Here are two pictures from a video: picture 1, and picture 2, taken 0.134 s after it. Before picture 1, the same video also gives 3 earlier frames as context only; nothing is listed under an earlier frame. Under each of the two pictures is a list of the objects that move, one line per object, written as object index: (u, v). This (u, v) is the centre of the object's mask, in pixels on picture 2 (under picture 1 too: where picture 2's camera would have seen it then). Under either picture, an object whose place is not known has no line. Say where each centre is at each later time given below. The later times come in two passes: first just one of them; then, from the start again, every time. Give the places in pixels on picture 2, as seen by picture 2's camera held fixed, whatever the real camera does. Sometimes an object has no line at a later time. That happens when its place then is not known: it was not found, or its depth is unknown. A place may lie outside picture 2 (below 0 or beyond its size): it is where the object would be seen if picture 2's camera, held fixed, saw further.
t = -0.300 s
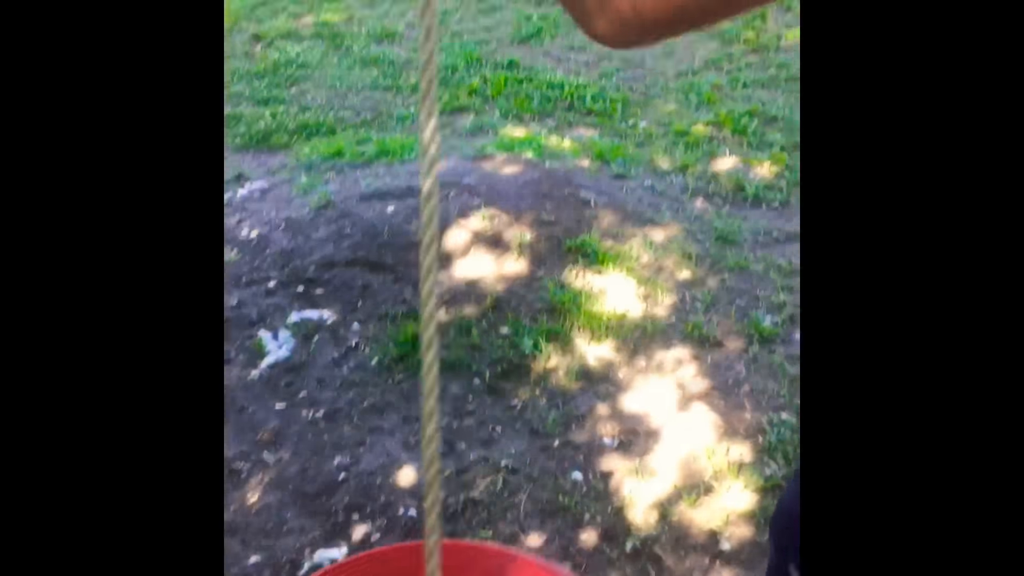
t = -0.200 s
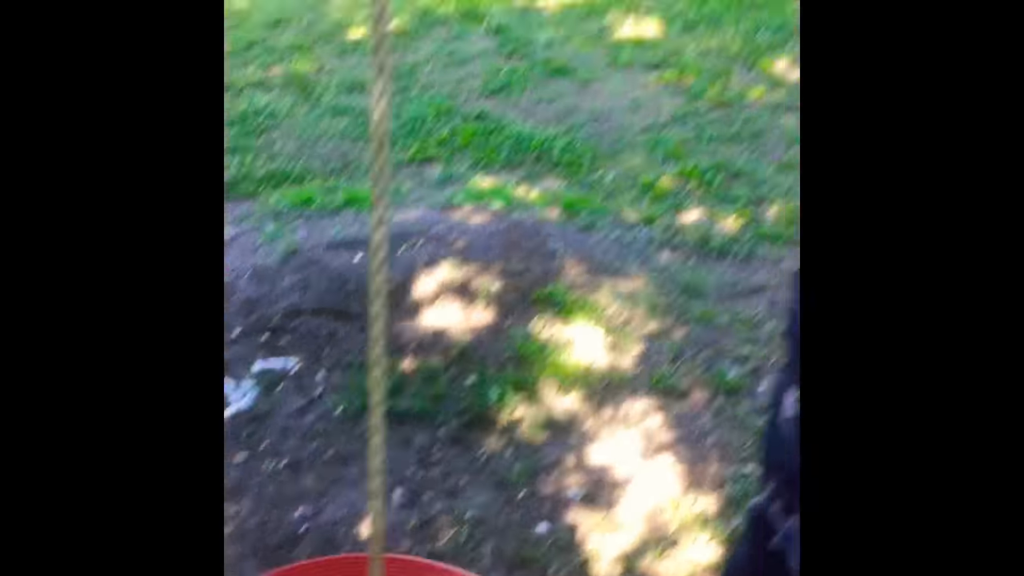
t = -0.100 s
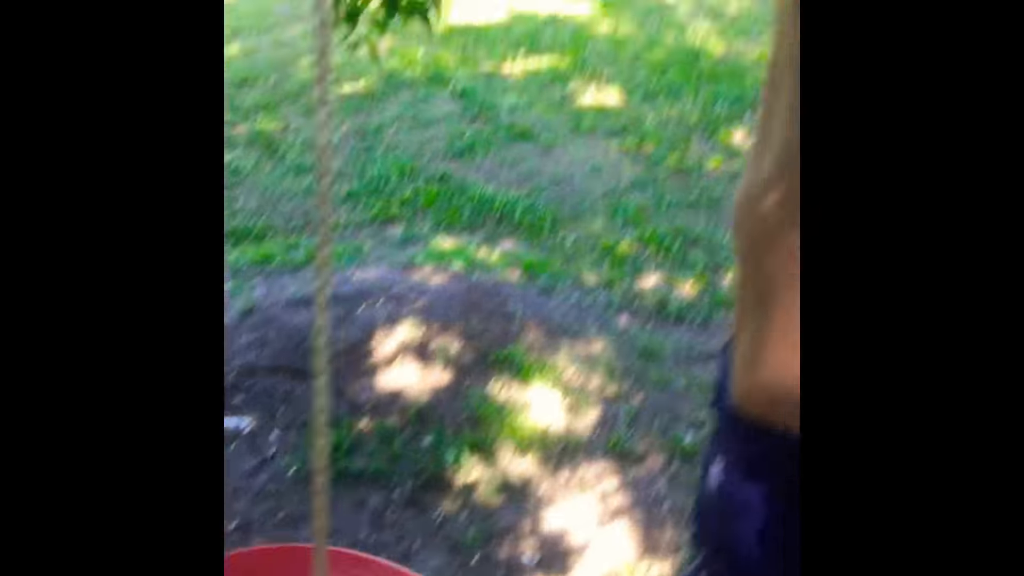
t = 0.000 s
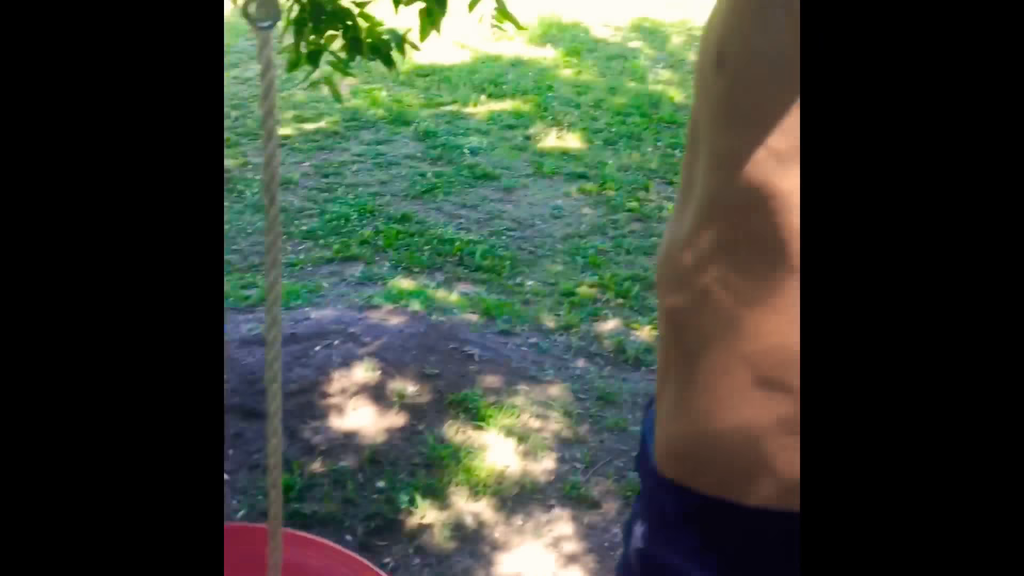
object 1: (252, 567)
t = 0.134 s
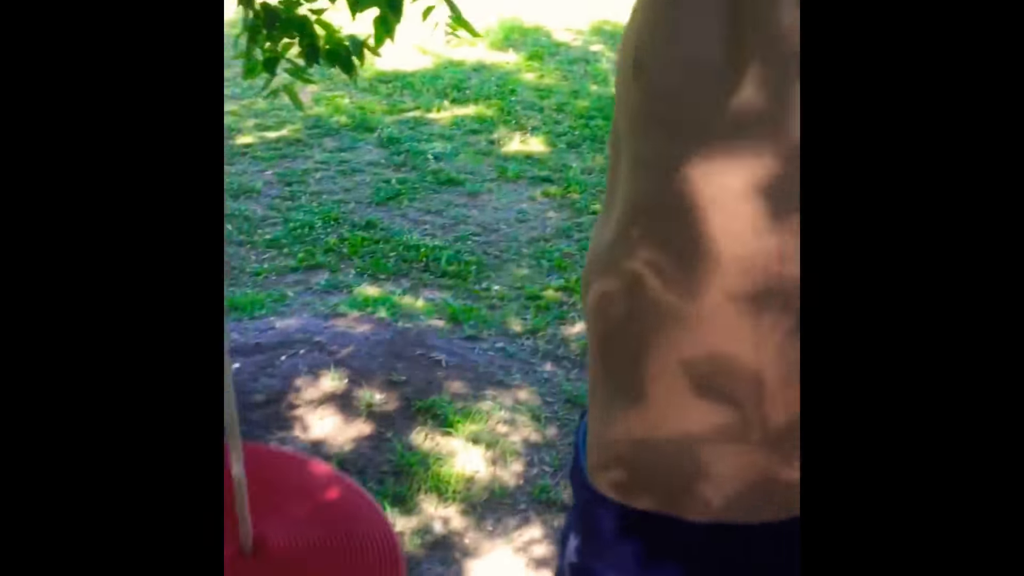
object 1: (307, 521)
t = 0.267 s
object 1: (290, 515)
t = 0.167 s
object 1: (310, 515)
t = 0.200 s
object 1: (306, 512)
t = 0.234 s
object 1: (300, 513)
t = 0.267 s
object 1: (290, 515)
